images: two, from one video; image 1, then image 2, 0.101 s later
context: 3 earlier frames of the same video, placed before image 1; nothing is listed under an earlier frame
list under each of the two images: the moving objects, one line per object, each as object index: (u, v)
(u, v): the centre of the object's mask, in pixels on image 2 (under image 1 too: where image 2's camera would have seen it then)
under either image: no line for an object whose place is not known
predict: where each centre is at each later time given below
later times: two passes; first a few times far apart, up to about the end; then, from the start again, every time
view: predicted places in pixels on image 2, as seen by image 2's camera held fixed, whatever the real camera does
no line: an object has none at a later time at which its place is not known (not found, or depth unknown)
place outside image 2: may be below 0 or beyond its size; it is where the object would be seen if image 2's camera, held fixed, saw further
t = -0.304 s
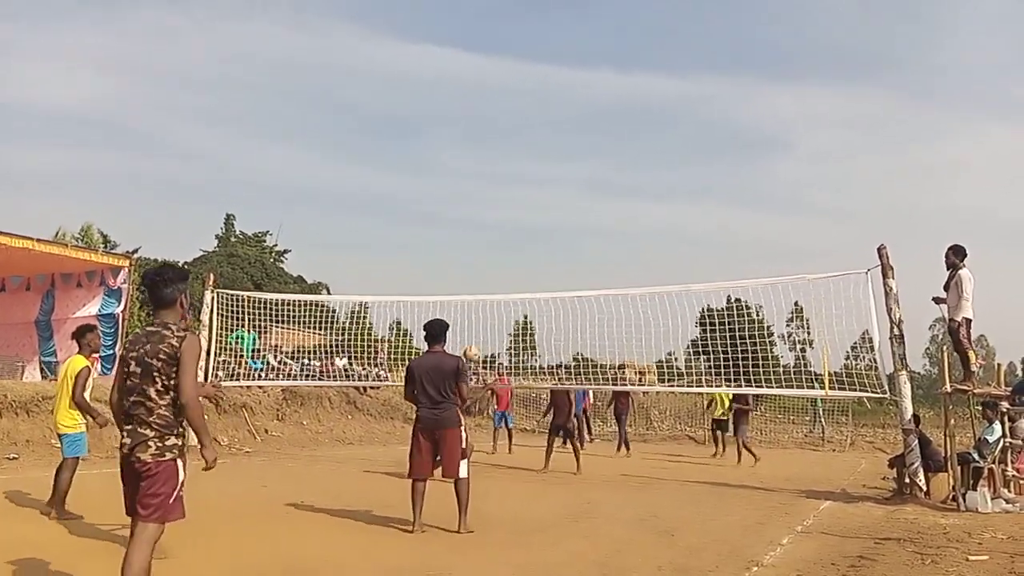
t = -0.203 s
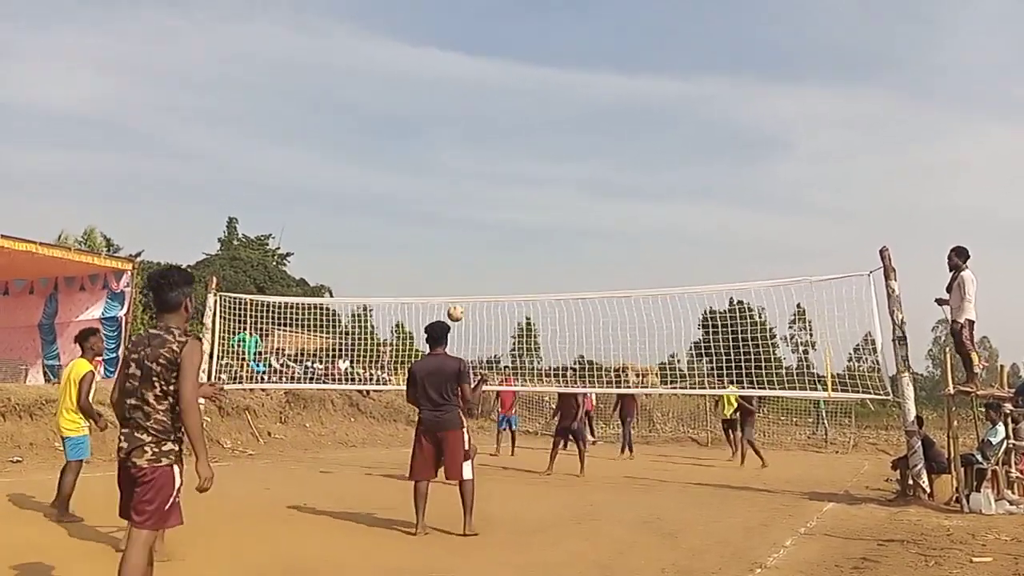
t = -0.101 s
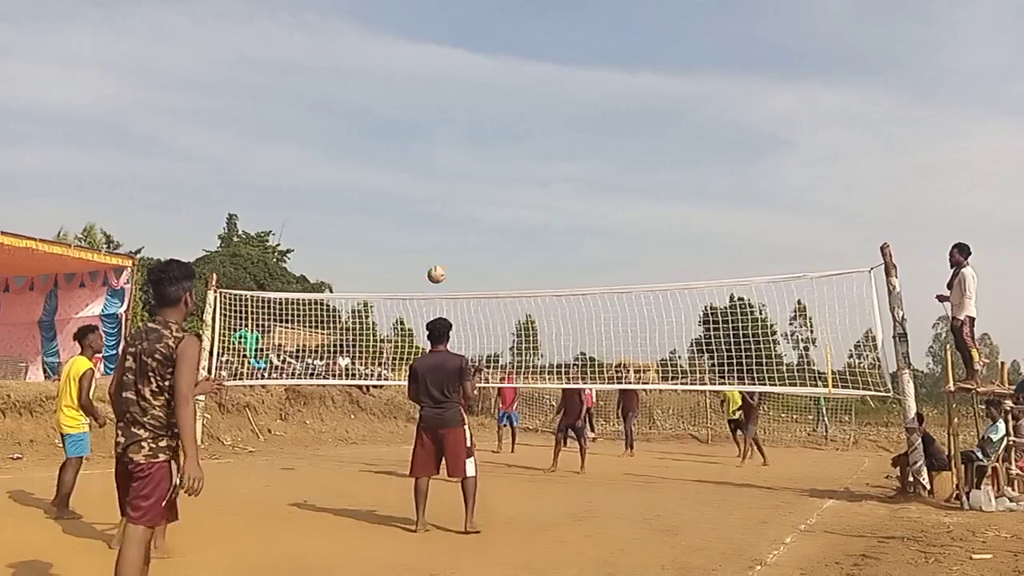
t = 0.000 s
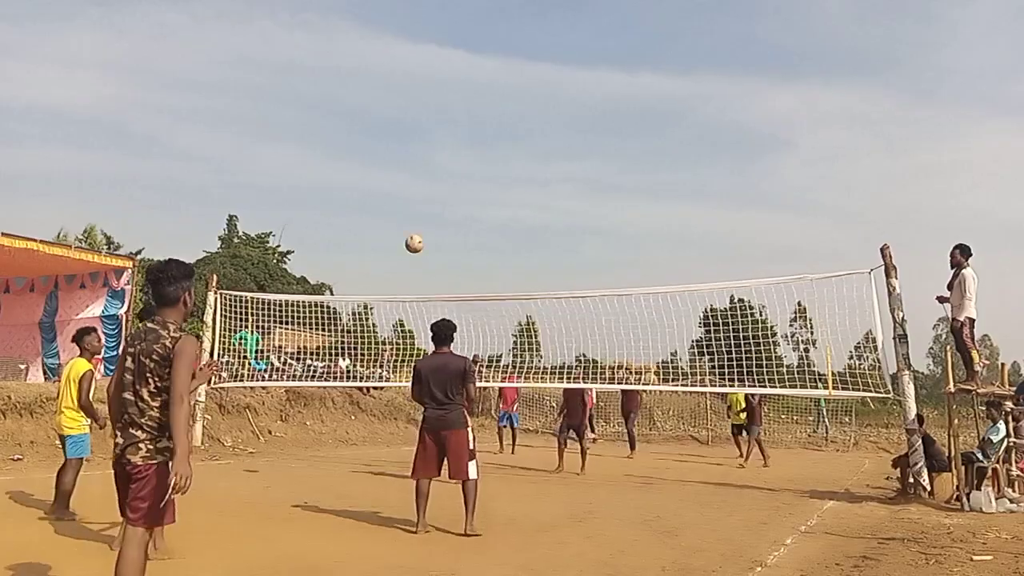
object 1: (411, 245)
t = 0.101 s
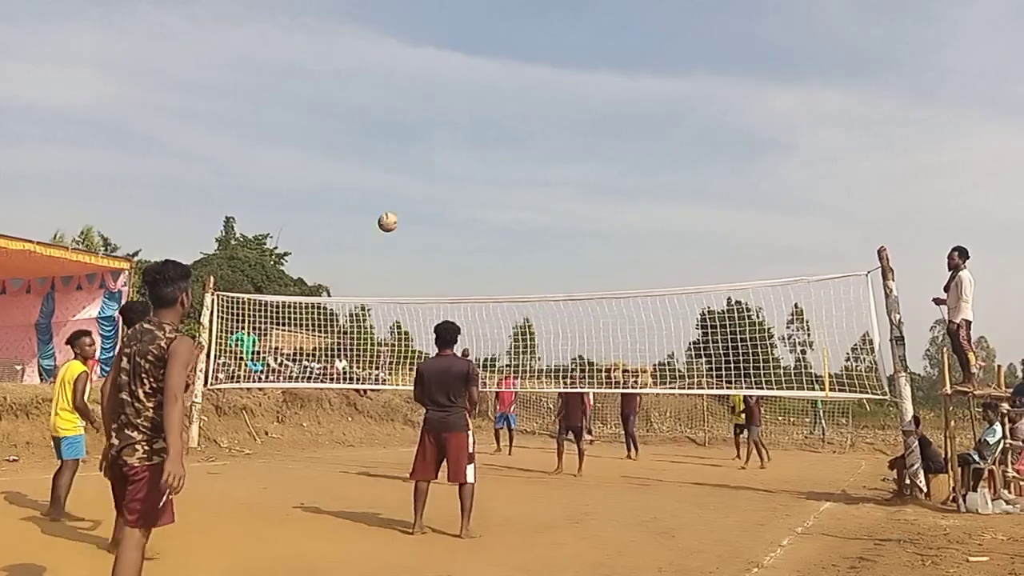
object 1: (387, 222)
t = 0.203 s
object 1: (359, 204)
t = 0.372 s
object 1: (304, 195)
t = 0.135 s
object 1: (378, 215)
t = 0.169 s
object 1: (369, 209)
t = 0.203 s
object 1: (359, 204)
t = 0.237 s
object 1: (349, 200)
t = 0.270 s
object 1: (338, 198)
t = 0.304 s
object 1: (327, 196)
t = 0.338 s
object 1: (317, 195)
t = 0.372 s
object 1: (304, 195)
